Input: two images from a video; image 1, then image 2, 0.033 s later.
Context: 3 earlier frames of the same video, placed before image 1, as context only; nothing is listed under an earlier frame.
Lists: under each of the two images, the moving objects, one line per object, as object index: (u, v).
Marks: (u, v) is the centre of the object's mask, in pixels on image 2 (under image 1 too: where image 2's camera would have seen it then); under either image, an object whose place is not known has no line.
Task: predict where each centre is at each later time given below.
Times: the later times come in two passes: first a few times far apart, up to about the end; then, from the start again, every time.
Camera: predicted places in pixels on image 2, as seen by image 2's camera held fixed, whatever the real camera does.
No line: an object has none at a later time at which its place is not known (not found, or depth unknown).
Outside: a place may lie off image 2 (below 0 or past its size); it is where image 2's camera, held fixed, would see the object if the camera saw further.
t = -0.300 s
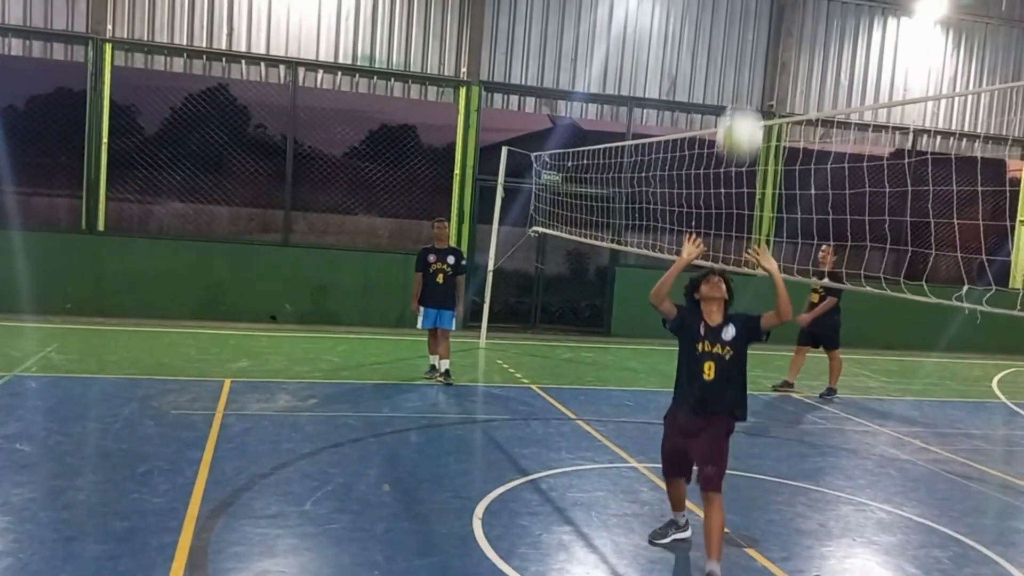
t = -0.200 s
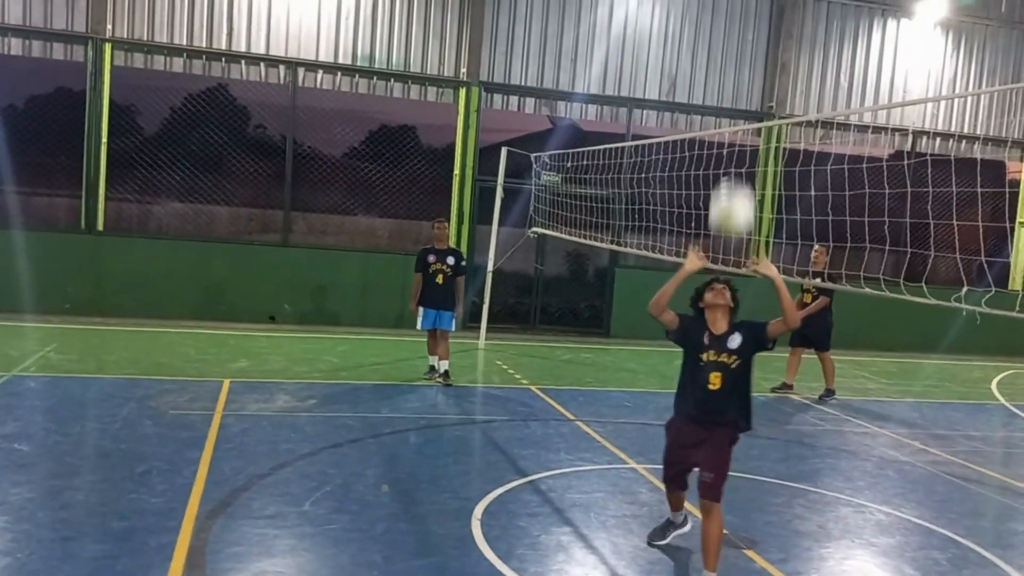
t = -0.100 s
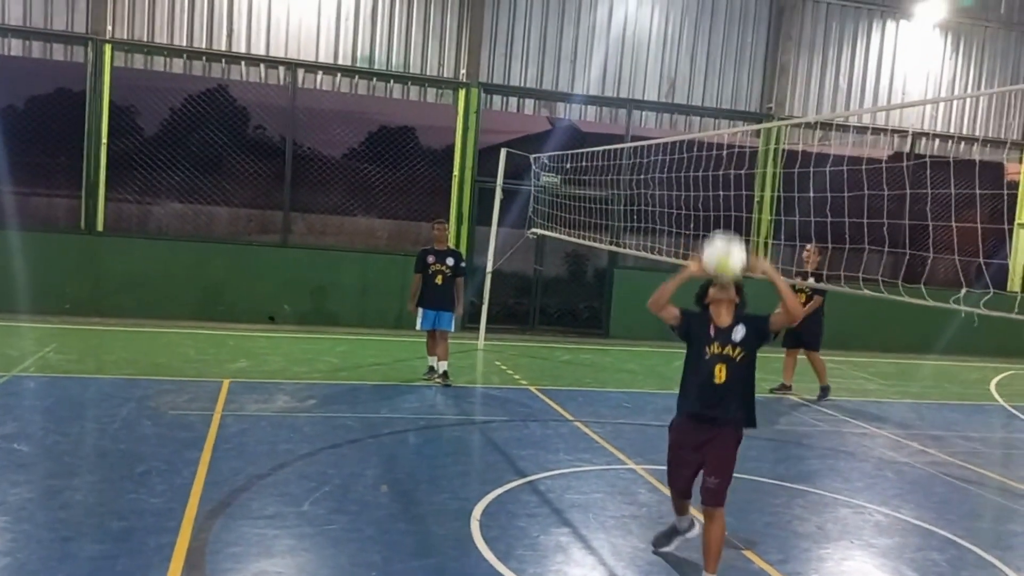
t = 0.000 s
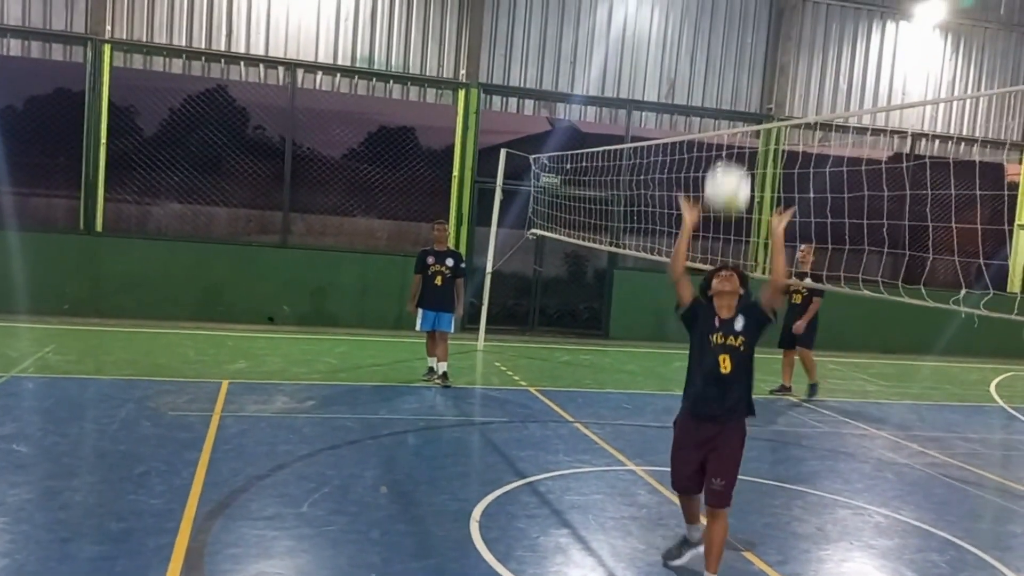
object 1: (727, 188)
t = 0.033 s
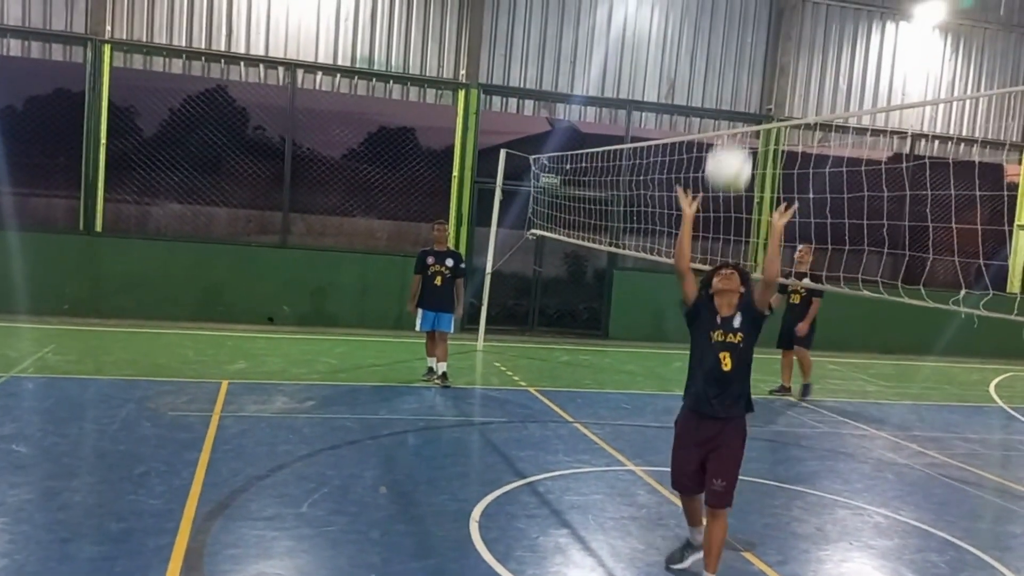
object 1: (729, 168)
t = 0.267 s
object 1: (732, 70)
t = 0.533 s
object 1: (721, 98)
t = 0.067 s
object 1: (730, 147)
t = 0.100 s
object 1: (731, 128)
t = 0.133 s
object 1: (732, 111)
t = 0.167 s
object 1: (732, 99)
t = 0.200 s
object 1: (732, 87)
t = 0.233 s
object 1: (732, 78)
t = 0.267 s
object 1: (732, 70)
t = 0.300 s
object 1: (731, 67)
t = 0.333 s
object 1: (730, 65)
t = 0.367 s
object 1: (729, 64)
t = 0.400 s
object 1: (728, 66)
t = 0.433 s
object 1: (727, 70)
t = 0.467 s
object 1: (725, 78)
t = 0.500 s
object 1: (723, 87)
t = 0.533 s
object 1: (721, 98)
